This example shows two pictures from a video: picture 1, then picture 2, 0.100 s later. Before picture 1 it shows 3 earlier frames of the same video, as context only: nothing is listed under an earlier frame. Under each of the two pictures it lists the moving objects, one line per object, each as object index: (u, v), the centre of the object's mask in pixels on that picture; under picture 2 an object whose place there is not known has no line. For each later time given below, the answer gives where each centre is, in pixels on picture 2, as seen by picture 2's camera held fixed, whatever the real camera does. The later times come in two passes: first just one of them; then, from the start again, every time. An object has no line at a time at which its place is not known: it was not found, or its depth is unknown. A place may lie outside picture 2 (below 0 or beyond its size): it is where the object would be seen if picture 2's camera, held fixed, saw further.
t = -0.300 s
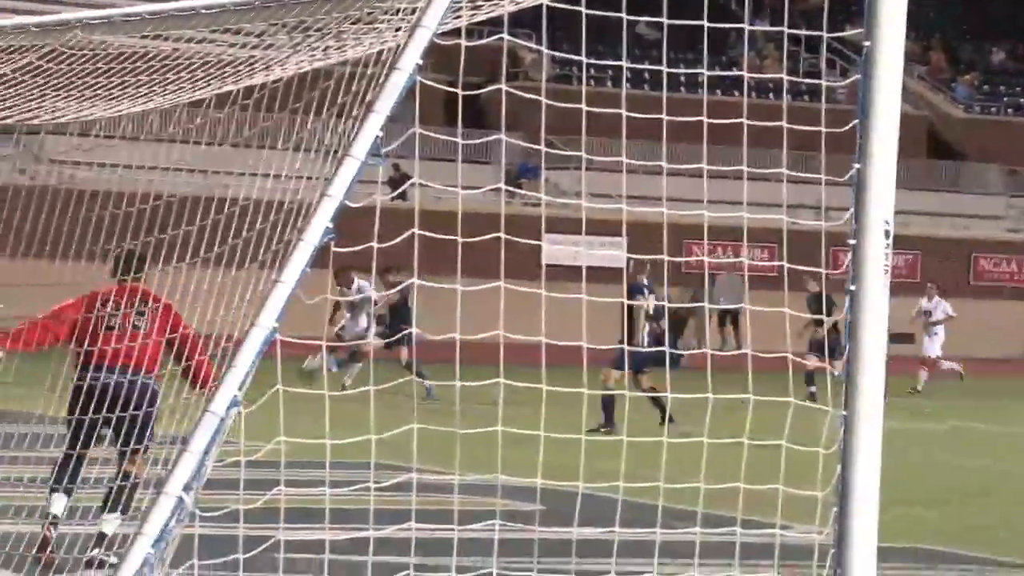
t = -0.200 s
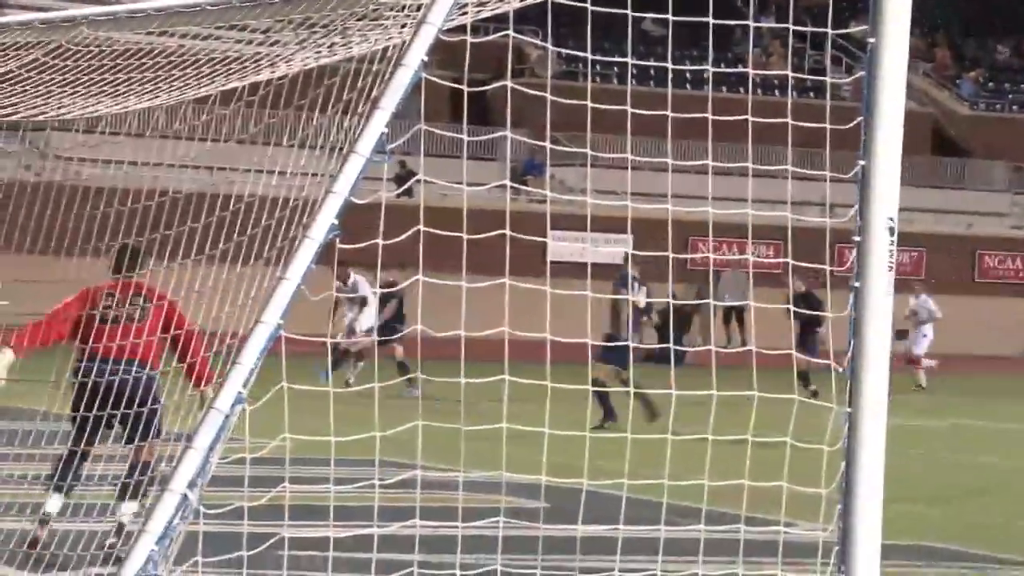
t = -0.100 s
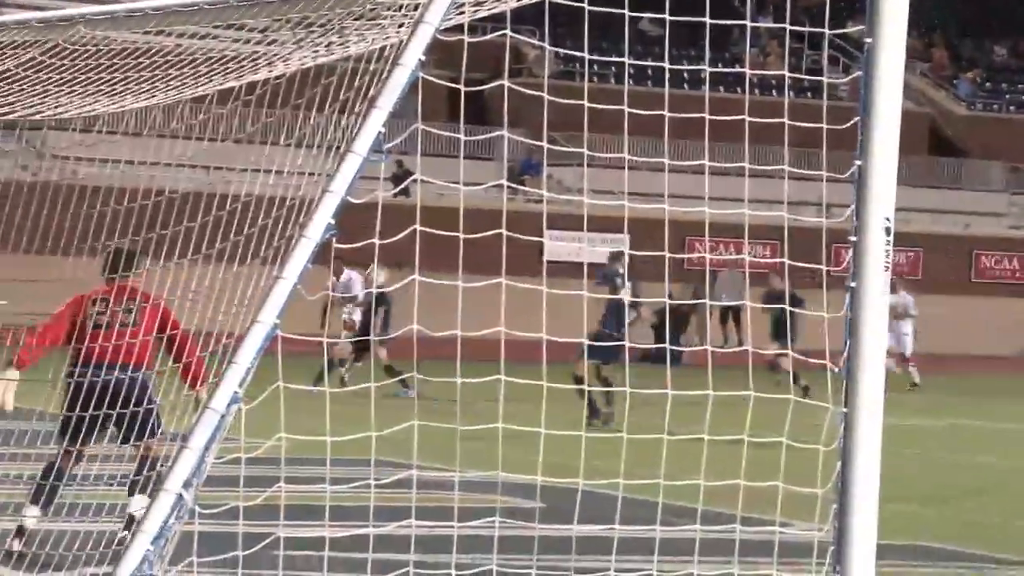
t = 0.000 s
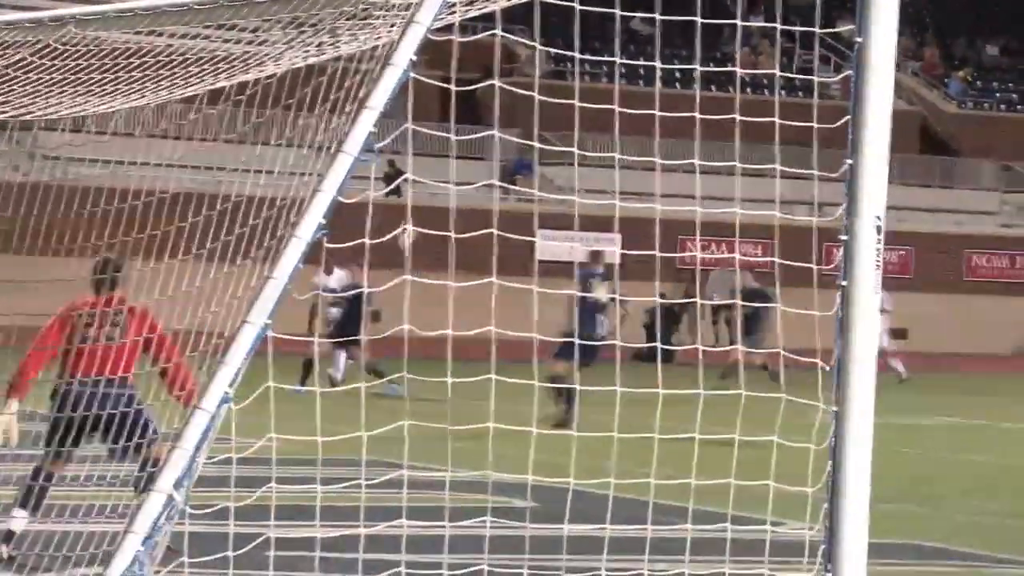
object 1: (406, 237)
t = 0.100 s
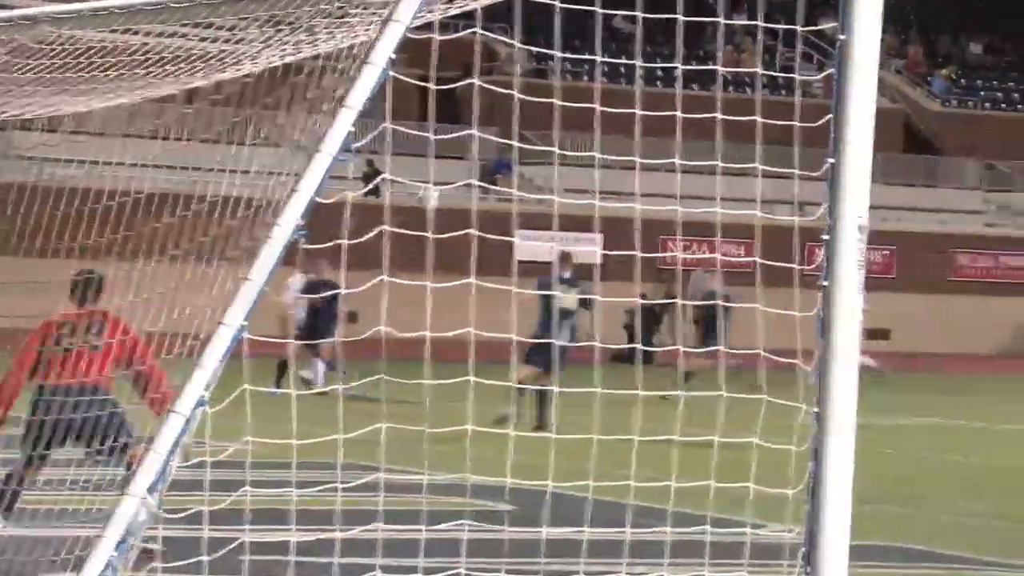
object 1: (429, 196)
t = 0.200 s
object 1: (480, 161)
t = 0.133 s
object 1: (449, 184)
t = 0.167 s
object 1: (463, 173)
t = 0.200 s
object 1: (480, 161)
